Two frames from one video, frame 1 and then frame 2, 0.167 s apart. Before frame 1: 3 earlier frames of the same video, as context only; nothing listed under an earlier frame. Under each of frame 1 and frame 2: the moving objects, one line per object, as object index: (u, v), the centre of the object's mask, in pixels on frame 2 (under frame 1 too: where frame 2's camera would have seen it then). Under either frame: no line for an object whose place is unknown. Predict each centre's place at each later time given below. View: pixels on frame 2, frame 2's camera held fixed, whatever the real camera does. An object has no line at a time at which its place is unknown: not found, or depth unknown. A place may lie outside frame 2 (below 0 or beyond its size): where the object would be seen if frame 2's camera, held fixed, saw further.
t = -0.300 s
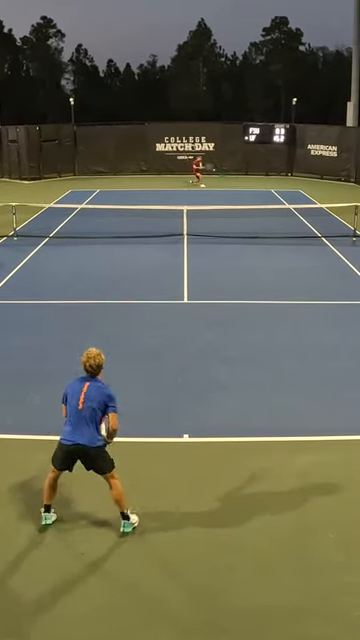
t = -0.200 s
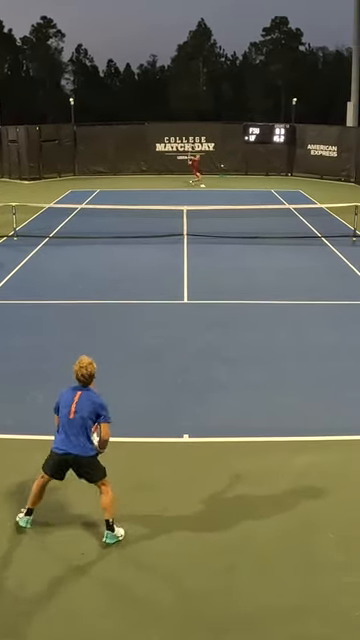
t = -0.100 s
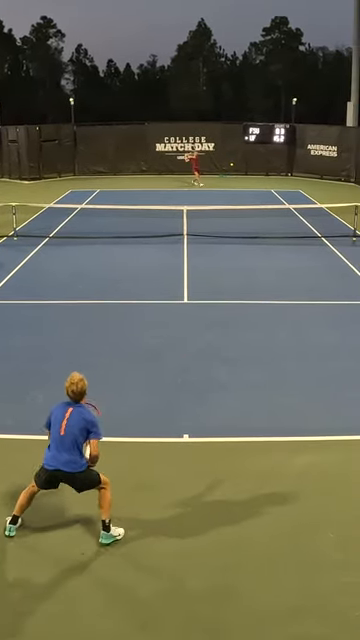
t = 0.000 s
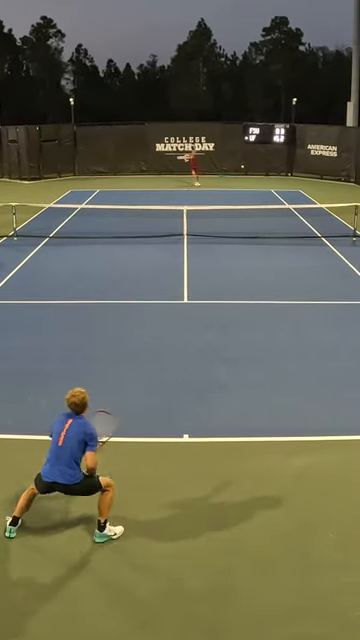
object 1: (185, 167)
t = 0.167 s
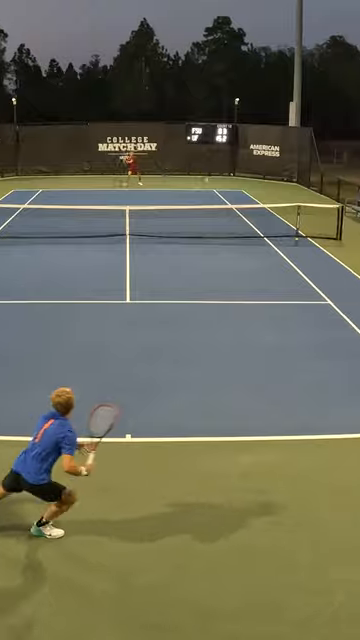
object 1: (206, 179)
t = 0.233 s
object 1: (218, 189)
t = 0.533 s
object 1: (287, 291)
